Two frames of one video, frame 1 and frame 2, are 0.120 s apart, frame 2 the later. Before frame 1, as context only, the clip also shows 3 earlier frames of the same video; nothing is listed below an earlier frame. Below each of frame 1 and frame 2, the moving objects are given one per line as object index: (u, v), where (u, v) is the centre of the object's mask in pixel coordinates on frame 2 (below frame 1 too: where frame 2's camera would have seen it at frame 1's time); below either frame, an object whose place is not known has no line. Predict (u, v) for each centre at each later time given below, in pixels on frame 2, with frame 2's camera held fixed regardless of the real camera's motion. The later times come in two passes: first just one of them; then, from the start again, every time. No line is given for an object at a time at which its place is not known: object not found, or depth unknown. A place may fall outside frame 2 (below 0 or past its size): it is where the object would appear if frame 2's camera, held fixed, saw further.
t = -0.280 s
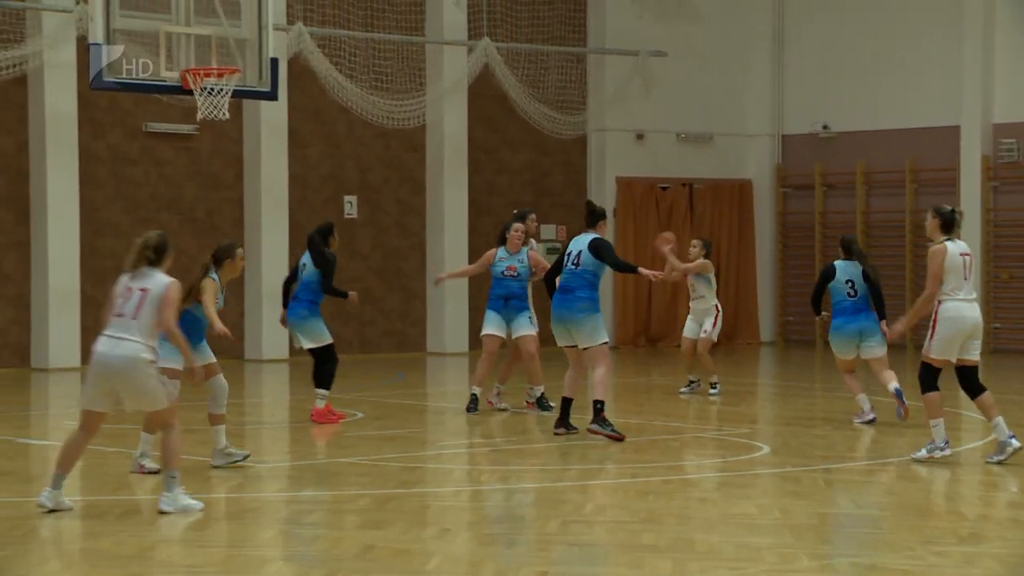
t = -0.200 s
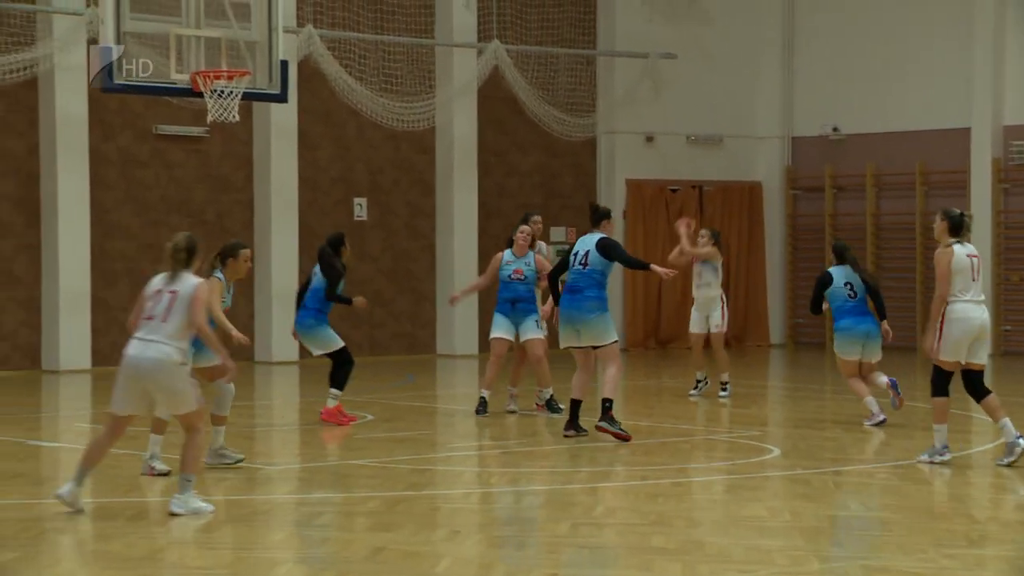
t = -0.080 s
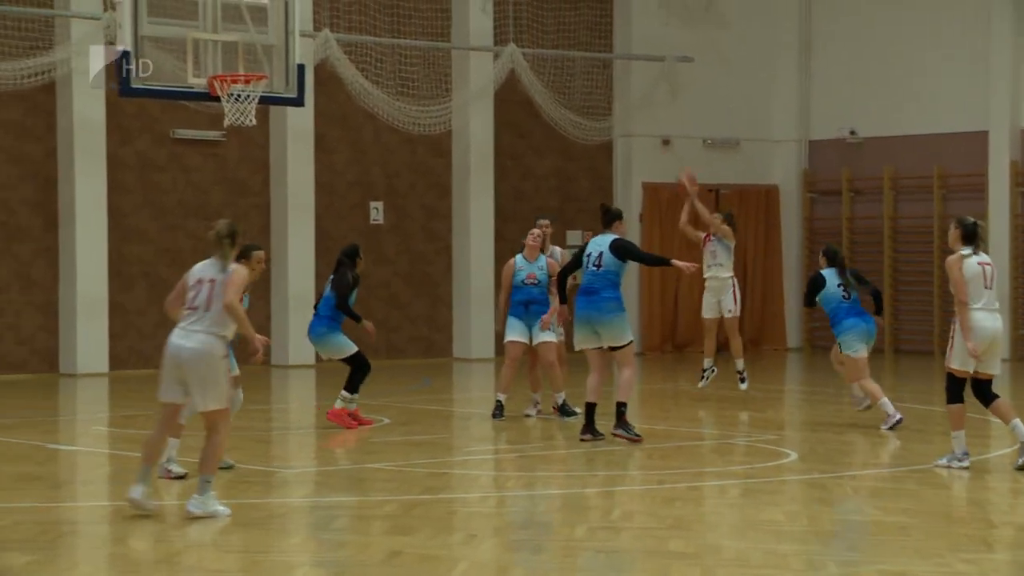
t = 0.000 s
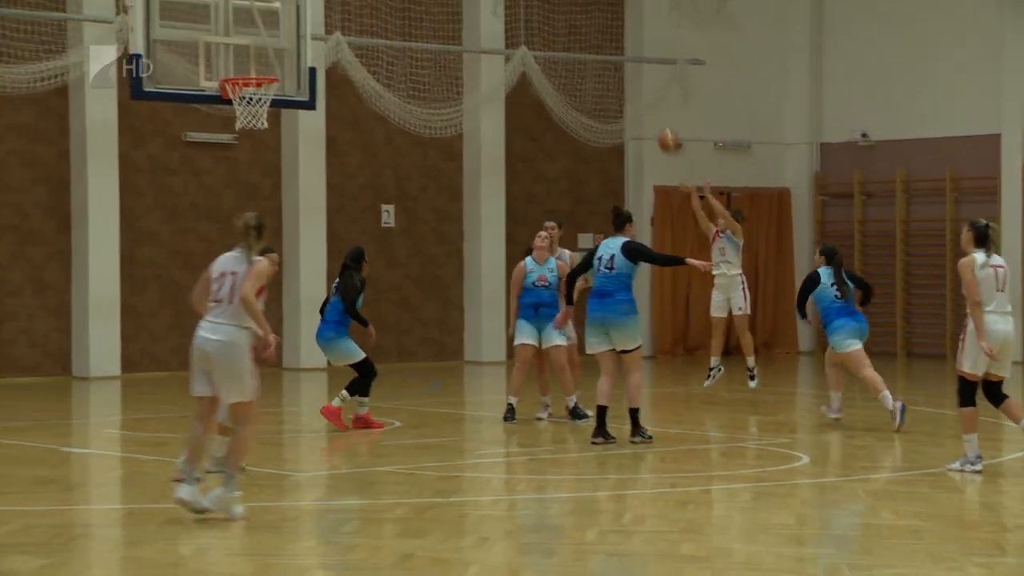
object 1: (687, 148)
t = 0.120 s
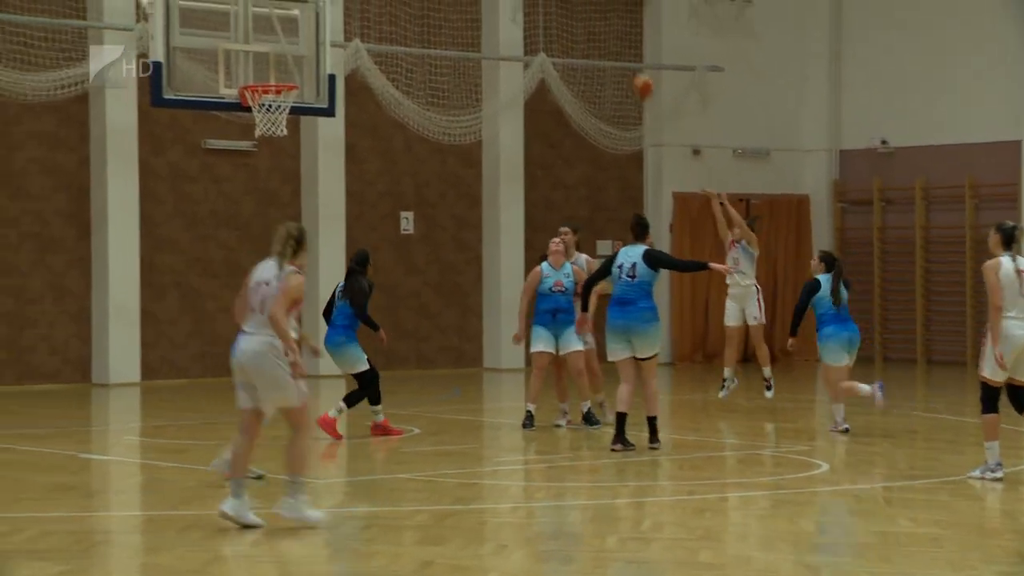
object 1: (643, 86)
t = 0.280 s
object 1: (580, 25)
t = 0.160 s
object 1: (627, 68)
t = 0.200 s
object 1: (612, 52)
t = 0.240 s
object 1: (595, 37)
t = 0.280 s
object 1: (580, 25)
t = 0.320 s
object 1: (564, 12)
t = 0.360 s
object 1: (548, 3)
